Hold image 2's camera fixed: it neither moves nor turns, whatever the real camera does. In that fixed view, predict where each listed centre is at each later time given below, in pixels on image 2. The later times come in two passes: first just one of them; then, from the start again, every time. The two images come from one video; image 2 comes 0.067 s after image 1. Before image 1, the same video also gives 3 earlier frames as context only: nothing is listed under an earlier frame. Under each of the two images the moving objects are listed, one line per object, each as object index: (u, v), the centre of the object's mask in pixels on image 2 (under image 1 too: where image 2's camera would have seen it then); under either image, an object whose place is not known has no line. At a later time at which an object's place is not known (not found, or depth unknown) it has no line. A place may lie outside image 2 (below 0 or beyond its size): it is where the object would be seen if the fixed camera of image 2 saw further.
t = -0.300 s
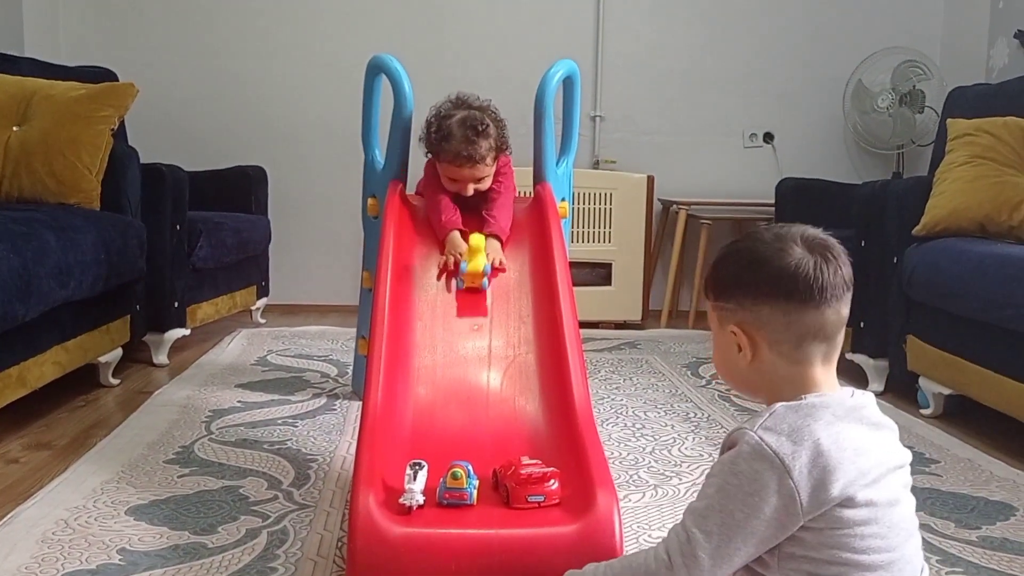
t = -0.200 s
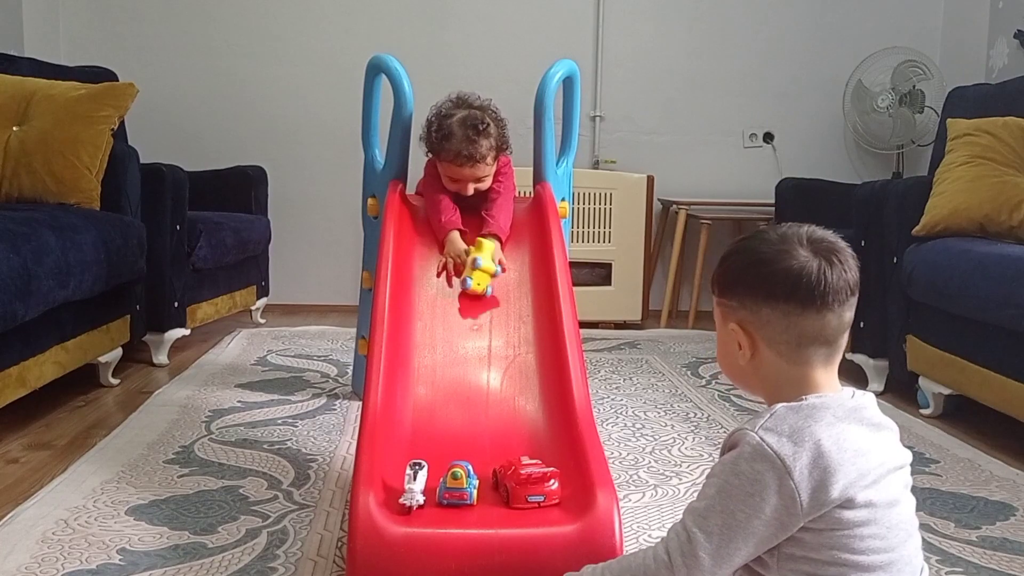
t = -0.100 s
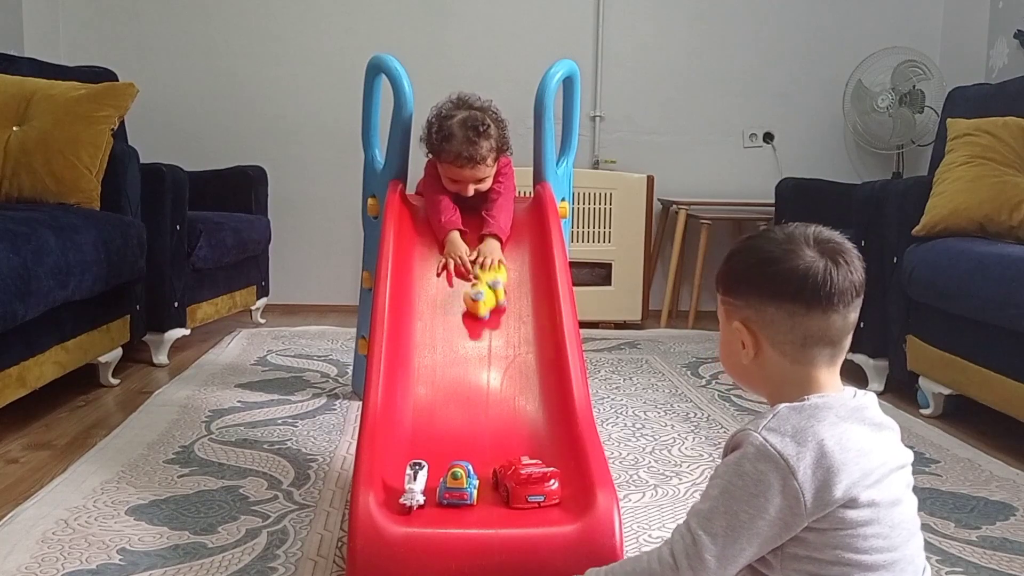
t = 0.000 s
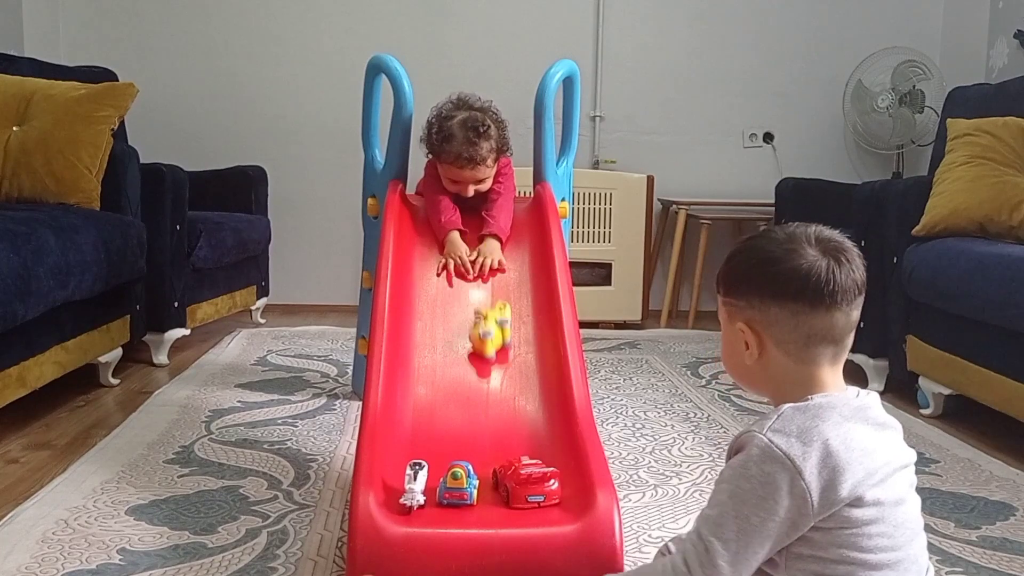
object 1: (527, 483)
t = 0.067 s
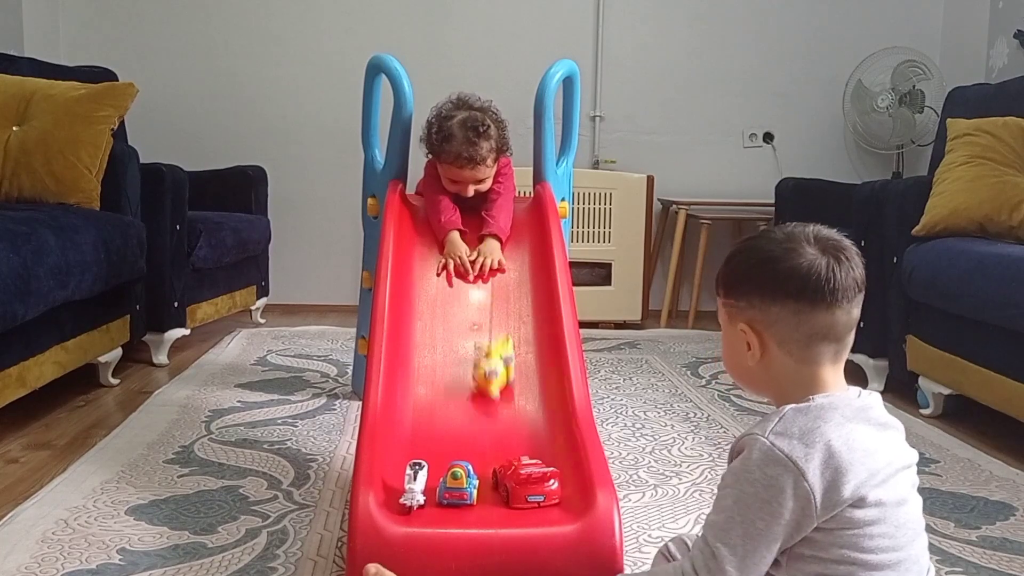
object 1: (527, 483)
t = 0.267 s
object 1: (549, 499)
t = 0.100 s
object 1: (527, 483)
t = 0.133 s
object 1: (527, 483)
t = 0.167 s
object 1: (527, 483)
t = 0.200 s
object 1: (532, 484)
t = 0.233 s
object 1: (542, 490)
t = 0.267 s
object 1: (549, 499)
